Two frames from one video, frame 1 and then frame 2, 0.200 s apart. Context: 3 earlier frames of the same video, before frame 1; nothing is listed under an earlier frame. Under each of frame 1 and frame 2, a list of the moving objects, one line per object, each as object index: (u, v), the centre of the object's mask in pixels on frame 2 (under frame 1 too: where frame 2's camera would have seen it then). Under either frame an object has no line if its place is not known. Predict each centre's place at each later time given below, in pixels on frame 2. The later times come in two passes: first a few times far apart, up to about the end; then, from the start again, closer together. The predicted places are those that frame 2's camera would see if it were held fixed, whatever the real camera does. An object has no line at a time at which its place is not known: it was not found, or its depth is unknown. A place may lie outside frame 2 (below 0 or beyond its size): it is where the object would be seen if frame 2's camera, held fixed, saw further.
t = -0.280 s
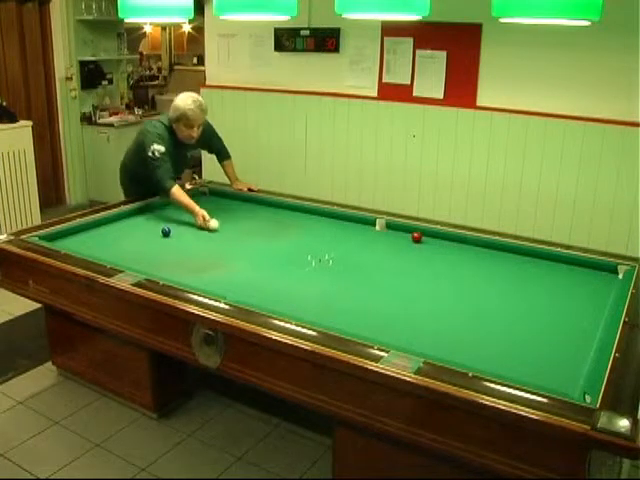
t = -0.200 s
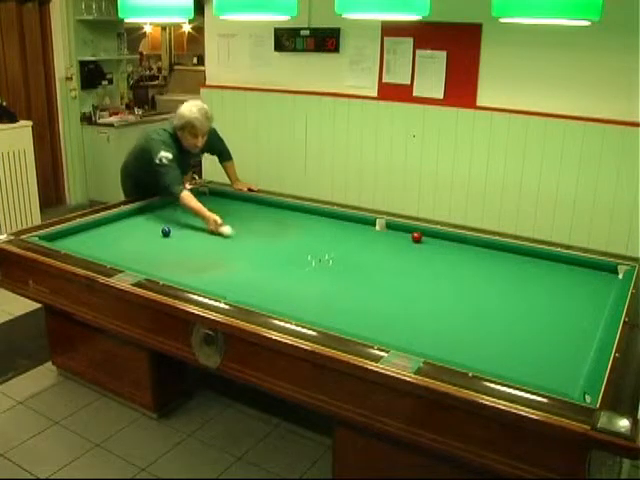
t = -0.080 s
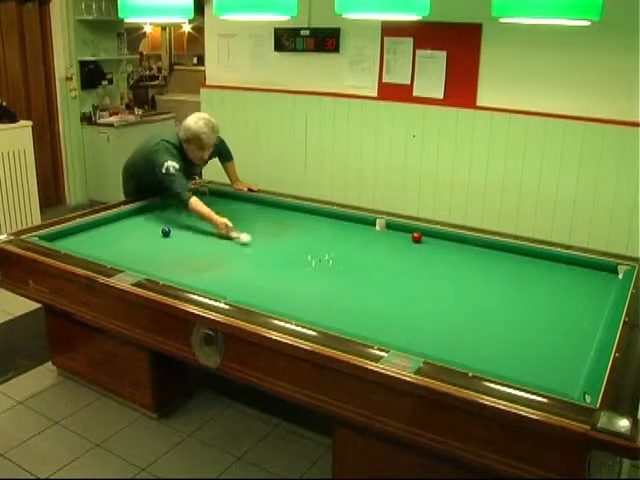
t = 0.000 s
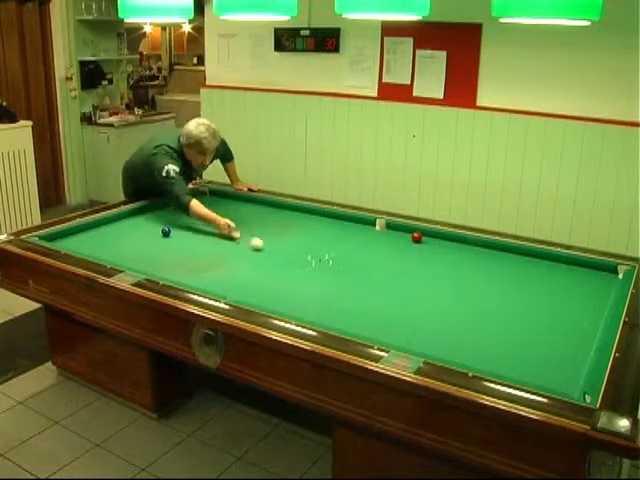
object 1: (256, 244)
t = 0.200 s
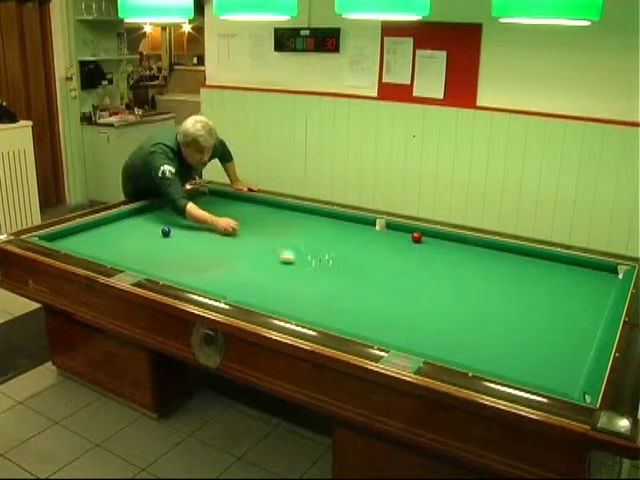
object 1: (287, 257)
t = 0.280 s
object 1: (301, 263)
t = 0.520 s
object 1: (345, 281)
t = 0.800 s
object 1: (404, 306)
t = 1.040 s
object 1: (463, 330)
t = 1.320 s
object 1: (543, 363)
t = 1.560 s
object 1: (546, 372)
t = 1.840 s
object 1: (485, 361)
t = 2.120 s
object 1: (426, 349)
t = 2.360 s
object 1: (392, 338)
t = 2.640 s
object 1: (355, 326)
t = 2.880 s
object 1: (326, 316)
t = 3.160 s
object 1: (295, 305)
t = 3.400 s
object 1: (271, 297)
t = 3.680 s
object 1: (246, 287)
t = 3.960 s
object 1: (223, 278)
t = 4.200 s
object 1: (205, 270)
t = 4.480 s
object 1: (185, 263)
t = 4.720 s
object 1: (170, 256)
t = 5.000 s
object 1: (154, 250)
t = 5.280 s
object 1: (140, 245)
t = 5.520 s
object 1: (129, 240)
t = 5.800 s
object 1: (117, 235)
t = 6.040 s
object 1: (106, 230)
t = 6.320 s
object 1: (96, 226)
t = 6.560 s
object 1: (100, 226)
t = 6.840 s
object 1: (109, 227)
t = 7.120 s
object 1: (117, 229)
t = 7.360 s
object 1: (124, 230)
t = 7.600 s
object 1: (131, 230)
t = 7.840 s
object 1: (137, 232)
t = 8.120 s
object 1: (143, 233)
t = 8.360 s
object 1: (149, 233)
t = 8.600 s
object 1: (153, 234)
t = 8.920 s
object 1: (159, 235)
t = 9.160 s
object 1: (163, 235)
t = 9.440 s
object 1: (167, 236)
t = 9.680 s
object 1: (170, 236)
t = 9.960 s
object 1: (173, 236)
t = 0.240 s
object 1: (295, 260)
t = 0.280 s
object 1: (301, 263)
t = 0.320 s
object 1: (308, 265)
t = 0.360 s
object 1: (315, 268)
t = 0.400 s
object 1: (321, 271)
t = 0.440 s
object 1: (329, 275)
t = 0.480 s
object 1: (337, 278)
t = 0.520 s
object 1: (345, 281)
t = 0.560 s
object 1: (353, 284)
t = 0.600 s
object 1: (361, 288)
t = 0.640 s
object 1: (370, 291)
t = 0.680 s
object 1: (377, 294)
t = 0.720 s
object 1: (387, 298)
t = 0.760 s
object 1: (395, 302)
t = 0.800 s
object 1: (404, 306)
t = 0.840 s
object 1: (413, 309)
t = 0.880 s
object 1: (423, 313)
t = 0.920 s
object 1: (433, 318)
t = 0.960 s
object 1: (443, 322)
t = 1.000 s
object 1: (453, 326)
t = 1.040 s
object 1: (463, 330)
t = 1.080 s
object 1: (473, 335)
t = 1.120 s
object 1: (484, 339)
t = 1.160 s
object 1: (496, 344)
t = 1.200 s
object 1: (507, 348)
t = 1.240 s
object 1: (519, 353)
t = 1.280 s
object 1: (531, 358)
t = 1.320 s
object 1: (543, 363)
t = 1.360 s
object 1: (555, 368)
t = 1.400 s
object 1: (568, 372)
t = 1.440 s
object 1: (577, 376)
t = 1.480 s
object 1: (567, 375)
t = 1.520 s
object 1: (556, 374)
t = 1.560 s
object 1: (546, 372)
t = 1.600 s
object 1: (537, 371)
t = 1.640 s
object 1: (528, 370)
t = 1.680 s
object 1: (519, 369)
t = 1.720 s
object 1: (510, 367)
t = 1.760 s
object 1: (502, 366)
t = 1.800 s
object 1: (493, 364)
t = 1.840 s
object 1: (485, 361)
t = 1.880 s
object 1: (475, 360)
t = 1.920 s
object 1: (467, 359)
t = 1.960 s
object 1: (458, 358)
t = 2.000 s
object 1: (450, 356)
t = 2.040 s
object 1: (441, 354)
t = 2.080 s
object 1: (433, 352)
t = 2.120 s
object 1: (426, 349)
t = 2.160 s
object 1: (419, 347)
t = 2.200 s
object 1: (415, 347)
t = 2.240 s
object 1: (409, 344)
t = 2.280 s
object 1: (403, 342)
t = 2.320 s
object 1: (398, 341)
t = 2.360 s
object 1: (392, 338)
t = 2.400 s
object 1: (387, 336)
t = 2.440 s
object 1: (381, 334)
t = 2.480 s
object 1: (376, 333)
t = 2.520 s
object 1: (369, 331)
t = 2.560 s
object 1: (365, 329)
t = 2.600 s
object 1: (360, 327)
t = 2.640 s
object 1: (355, 326)
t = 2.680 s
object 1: (349, 324)
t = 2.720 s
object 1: (344, 323)
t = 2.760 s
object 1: (340, 321)
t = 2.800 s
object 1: (335, 318)
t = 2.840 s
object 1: (330, 318)
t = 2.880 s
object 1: (326, 316)
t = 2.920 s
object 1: (322, 315)
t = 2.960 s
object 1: (316, 313)
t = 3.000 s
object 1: (312, 312)
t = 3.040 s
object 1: (308, 310)
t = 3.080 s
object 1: (303, 308)
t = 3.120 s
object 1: (299, 307)
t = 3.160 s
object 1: (295, 305)
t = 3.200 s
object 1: (291, 304)
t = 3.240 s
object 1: (287, 302)
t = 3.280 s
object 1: (283, 301)
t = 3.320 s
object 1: (279, 300)
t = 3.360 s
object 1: (275, 298)
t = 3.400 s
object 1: (271, 297)
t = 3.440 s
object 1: (266, 295)
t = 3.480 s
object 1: (263, 294)
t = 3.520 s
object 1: (260, 293)
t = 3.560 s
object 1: (256, 291)
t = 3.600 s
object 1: (253, 290)
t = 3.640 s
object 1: (249, 288)
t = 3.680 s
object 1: (246, 287)
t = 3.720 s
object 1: (242, 286)
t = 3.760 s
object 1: (239, 284)
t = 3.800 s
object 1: (236, 283)
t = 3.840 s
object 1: (232, 282)
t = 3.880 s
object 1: (229, 280)
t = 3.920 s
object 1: (226, 279)
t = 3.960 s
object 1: (223, 278)
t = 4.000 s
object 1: (220, 276)
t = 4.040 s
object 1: (217, 275)
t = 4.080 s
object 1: (214, 274)
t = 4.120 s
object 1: (211, 273)
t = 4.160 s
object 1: (207, 271)
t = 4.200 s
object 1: (205, 270)
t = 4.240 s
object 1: (202, 269)
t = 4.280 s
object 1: (199, 268)
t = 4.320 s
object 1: (197, 267)
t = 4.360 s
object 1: (193, 266)
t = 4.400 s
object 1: (191, 265)
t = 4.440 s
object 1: (188, 264)
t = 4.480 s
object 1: (185, 263)
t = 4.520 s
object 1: (183, 262)
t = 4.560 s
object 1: (180, 261)
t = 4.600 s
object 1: (177, 260)
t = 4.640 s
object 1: (176, 259)
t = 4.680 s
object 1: (173, 258)
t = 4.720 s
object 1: (170, 256)
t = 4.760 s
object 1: (168, 256)
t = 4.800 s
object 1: (166, 255)
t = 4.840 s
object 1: (164, 254)
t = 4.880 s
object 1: (162, 253)
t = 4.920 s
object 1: (159, 252)
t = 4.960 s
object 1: (157, 251)
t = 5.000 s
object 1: (154, 250)
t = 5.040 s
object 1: (153, 249)
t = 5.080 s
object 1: (150, 249)
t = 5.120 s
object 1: (148, 248)
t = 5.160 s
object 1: (146, 247)
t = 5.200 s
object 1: (144, 246)
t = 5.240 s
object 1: (142, 245)
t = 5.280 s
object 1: (140, 245)
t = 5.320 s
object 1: (138, 244)
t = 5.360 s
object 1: (136, 243)
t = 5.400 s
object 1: (134, 242)
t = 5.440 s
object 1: (132, 241)
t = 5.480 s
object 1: (131, 240)
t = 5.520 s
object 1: (129, 240)
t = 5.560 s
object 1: (127, 239)
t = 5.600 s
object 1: (126, 239)
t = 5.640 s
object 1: (123, 238)
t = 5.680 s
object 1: (122, 237)
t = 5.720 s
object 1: (120, 236)
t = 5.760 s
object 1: (118, 235)
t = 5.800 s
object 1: (117, 235)
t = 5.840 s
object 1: (115, 234)
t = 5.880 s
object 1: (113, 233)
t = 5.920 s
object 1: (112, 233)
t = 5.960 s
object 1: (110, 232)
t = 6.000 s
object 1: (108, 231)
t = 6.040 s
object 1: (106, 230)
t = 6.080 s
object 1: (105, 230)
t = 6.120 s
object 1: (103, 229)
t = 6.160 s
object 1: (102, 229)
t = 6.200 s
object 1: (100, 228)
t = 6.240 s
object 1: (99, 227)
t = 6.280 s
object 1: (97, 227)
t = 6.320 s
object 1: (96, 226)
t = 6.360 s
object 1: (94, 226)
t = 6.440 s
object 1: (96, 226)
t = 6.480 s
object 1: (97, 226)
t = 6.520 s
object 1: (98, 226)
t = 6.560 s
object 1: (100, 226)
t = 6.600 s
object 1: (101, 226)
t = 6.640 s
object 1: (102, 226)
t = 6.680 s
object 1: (104, 226)
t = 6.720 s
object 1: (105, 227)
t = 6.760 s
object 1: (106, 227)
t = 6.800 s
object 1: (107, 227)
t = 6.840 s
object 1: (109, 227)
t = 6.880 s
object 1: (110, 227)
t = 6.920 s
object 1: (111, 227)
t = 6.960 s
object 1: (112, 228)
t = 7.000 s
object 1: (113, 228)
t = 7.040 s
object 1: (114, 228)
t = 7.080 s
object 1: (116, 229)
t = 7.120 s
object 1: (117, 229)
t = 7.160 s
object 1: (118, 229)
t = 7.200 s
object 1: (119, 229)
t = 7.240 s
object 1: (121, 229)
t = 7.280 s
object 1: (122, 229)
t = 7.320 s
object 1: (122, 230)
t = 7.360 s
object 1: (124, 230)
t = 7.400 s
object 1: (126, 230)
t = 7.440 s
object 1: (126, 230)
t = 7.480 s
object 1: (127, 230)
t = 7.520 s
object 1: (128, 230)
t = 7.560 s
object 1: (130, 231)
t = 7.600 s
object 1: (131, 230)
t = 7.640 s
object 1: (132, 231)
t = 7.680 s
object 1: (133, 231)
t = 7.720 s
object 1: (134, 231)
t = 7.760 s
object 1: (135, 231)
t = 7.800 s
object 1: (136, 231)
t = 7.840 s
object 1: (137, 232)
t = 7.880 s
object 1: (138, 232)
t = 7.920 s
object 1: (139, 232)
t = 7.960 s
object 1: (140, 232)
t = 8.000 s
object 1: (141, 232)
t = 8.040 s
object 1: (142, 232)
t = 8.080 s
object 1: (143, 233)
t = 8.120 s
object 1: (143, 233)
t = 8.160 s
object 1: (144, 233)
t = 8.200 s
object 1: (144, 233)
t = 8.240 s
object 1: (146, 233)
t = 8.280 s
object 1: (147, 233)
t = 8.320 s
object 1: (148, 233)
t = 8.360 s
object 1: (149, 233)
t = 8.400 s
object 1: (149, 233)
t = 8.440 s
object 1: (149, 233)
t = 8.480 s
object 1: (151, 234)
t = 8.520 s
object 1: (152, 234)
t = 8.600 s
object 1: (153, 234)
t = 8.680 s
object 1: (154, 234)
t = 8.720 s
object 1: (155, 234)
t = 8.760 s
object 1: (156, 234)
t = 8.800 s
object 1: (156, 234)
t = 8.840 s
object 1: (157, 235)
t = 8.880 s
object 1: (157, 235)
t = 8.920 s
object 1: (159, 235)
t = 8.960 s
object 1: (160, 235)
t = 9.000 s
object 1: (161, 235)
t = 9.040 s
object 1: (161, 235)
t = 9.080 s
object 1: (161, 235)
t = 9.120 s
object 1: (162, 235)
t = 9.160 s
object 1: (163, 235)
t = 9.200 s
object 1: (164, 235)
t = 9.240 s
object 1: (164, 235)
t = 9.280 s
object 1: (165, 235)
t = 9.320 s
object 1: (165, 236)
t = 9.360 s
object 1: (165, 236)
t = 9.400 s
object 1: (166, 236)
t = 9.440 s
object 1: (167, 236)
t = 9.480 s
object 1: (167, 236)
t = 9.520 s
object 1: (168, 236)
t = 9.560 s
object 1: (168, 236)
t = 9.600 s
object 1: (169, 236)
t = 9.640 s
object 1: (169, 236)
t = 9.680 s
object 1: (170, 236)
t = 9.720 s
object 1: (170, 236)
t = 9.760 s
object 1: (171, 236)
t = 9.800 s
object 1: (171, 236)
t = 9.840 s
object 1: (171, 237)
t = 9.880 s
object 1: (172, 236)
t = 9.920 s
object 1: (172, 236)
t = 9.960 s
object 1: (173, 236)
